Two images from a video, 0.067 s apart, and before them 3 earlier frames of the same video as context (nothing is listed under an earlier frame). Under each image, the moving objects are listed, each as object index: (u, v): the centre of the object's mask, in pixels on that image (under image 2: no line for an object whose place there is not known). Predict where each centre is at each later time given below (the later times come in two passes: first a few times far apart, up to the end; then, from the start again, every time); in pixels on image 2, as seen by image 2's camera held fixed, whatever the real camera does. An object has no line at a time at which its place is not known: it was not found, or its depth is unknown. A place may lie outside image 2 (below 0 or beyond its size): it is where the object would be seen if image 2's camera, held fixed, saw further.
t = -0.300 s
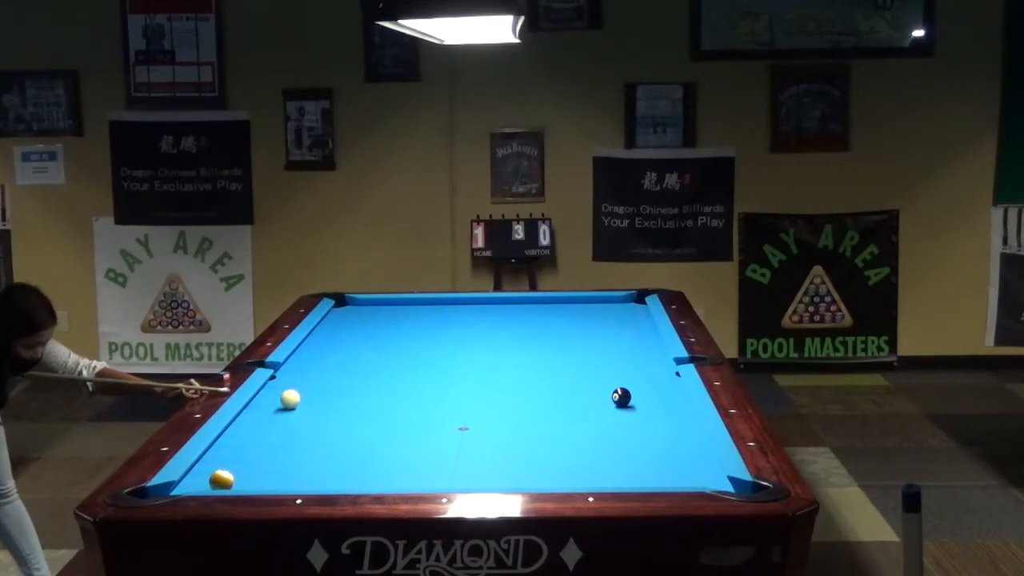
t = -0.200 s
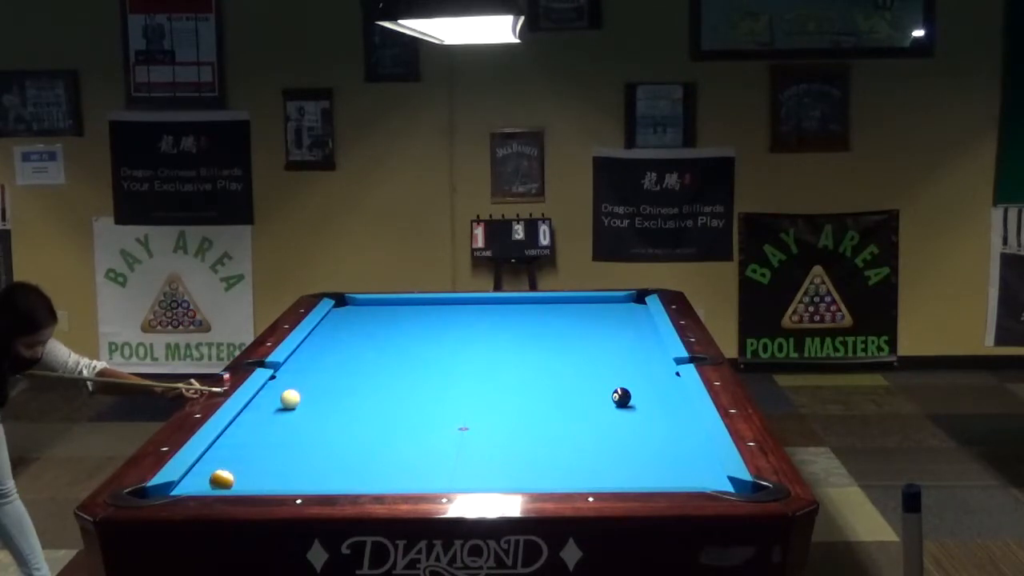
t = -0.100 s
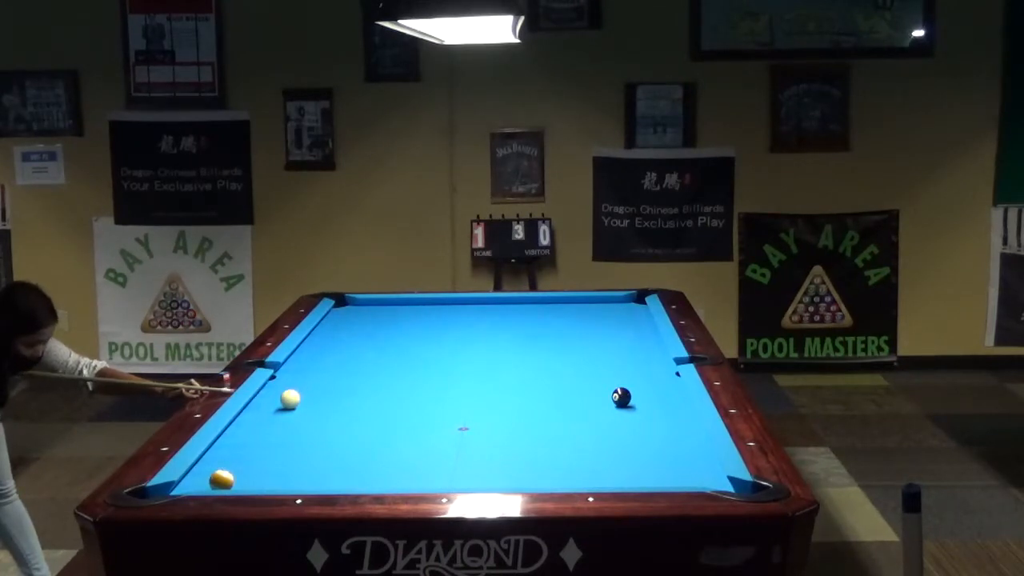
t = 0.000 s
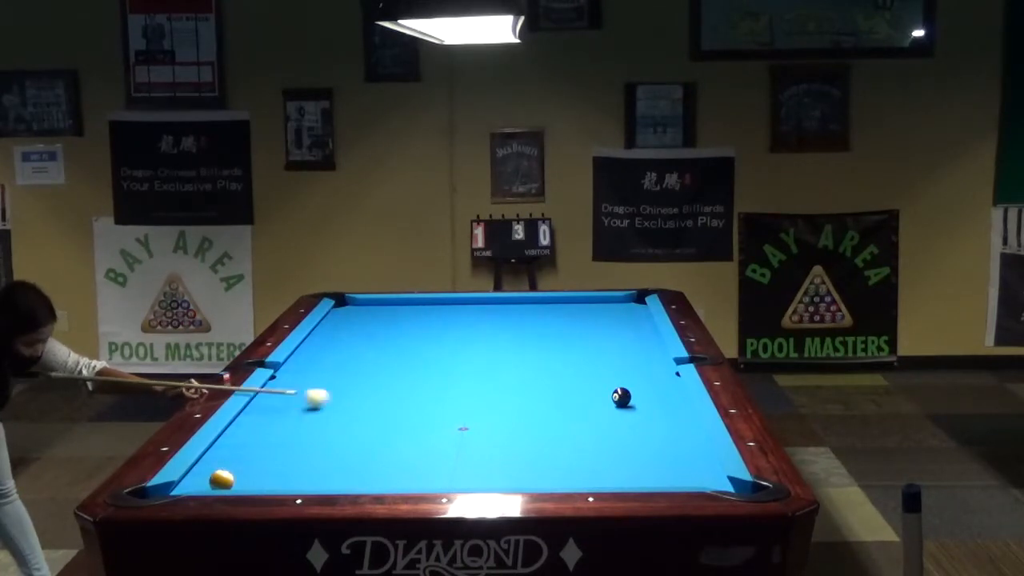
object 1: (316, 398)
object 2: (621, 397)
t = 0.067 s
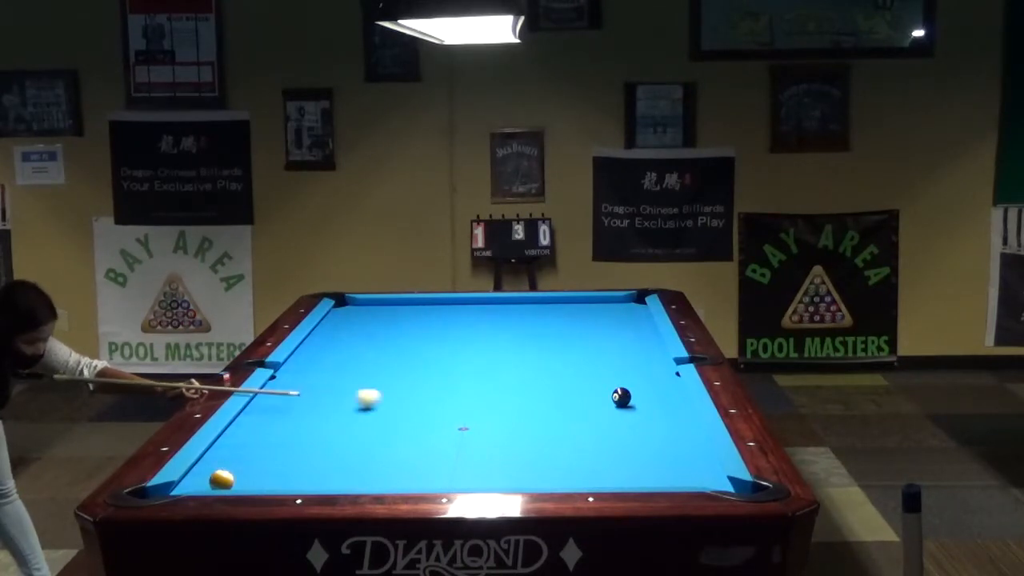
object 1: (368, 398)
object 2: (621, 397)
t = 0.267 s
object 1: (523, 398)
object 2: (621, 397)
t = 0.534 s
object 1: (636, 409)
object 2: (656, 390)
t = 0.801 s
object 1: (673, 422)
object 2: (575, 387)
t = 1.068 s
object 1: (633, 433)
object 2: (499, 383)
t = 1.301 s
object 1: (598, 442)
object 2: (436, 381)
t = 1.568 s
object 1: (557, 453)
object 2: (368, 378)
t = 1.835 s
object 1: (517, 464)
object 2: (302, 375)
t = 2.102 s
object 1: (475, 475)
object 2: (297, 372)
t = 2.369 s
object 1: (433, 481)
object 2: (320, 369)
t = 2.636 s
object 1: (399, 482)
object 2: (340, 367)
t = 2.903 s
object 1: (373, 479)
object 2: (358, 364)
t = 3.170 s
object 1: (350, 476)
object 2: (374, 362)
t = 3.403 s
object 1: (331, 472)
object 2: (387, 361)
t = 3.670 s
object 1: (312, 469)
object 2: (401, 358)
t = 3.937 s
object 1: (296, 465)
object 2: (413, 357)
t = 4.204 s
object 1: (281, 461)
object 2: (423, 356)
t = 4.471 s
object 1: (267, 459)
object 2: (431, 355)
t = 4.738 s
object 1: (256, 457)
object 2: (439, 354)
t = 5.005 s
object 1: (246, 455)
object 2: (444, 353)
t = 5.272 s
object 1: (237, 453)
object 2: (449, 352)
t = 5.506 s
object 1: (231, 451)
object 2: (451, 352)
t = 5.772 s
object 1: (226, 450)
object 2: (453, 352)
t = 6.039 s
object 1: (221, 449)
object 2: (453, 352)
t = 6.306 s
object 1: (218, 449)
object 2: (453, 352)
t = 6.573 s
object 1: (219, 449)
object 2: (453, 352)
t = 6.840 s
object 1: (218, 449)
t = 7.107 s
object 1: (219, 449)
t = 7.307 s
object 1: (219, 449)
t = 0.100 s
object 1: (394, 399)
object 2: (621, 397)
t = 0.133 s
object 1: (420, 398)
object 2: (621, 397)
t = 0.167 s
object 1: (446, 399)
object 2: (621, 397)
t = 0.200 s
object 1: (471, 398)
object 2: (621, 397)
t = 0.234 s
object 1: (496, 398)
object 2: (621, 397)
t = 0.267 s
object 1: (523, 398)
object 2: (621, 397)
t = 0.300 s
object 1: (548, 398)
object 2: (621, 397)
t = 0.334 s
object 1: (574, 398)
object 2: (621, 397)
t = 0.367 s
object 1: (599, 398)
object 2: (621, 397)
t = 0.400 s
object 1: (608, 401)
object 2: (638, 395)
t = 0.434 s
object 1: (613, 403)
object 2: (657, 393)
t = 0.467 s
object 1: (620, 405)
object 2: (675, 392)
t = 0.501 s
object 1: (627, 407)
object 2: (668, 390)
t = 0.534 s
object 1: (636, 409)
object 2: (656, 390)
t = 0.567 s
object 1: (646, 411)
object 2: (645, 390)
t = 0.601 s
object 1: (656, 413)
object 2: (634, 389)
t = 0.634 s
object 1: (667, 414)
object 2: (624, 389)
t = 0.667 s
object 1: (677, 416)
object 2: (614, 388)
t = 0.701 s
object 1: (688, 418)
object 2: (605, 388)
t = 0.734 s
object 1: (684, 419)
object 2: (594, 388)
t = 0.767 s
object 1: (678, 421)
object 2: (585, 387)
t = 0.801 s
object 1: (673, 422)
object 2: (575, 387)
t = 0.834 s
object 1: (668, 423)
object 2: (565, 386)
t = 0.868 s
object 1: (663, 425)
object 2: (556, 386)
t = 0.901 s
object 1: (658, 426)
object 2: (546, 385)
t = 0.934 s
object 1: (653, 427)
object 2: (537, 385)
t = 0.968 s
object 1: (648, 428)
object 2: (527, 384)
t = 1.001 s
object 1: (643, 430)
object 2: (518, 384)
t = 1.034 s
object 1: (638, 431)
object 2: (509, 384)
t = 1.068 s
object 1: (633, 433)
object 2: (499, 383)
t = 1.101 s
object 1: (628, 434)
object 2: (490, 383)
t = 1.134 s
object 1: (623, 435)
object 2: (481, 383)
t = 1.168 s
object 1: (618, 436)
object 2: (471, 382)
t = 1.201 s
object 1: (613, 438)
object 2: (463, 382)
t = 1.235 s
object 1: (608, 439)
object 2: (454, 382)
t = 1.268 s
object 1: (603, 440)
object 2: (445, 381)
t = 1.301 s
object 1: (598, 442)
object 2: (436, 381)
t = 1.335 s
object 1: (593, 443)
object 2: (427, 381)
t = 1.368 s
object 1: (588, 445)
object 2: (418, 380)
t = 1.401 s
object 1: (583, 446)
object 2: (410, 380)
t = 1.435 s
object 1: (578, 447)
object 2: (401, 379)
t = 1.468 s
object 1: (573, 449)
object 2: (393, 379)
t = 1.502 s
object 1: (568, 450)
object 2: (384, 378)
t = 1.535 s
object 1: (563, 451)
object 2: (376, 378)
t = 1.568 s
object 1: (557, 453)
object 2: (368, 378)
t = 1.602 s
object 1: (552, 454)
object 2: (359, 377)
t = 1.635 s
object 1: (547, 456)
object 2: (351, 377)
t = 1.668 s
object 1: (542, 457)
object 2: (343, 377)
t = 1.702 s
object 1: (537, 458)
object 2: (335, 376)
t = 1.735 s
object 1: (532, 460)
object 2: (327, 376)
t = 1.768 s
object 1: (527, 461)
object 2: (319, 375)
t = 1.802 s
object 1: (521, 462)
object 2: (311, 375)
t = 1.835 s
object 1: (517, 464)
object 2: (302, 375)
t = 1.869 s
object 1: (511, 465)
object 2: (295, 374)
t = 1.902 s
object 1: (506, 466)
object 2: (288, 374)
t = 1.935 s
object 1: (501, 468)
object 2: (282, 374)
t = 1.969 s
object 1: (496, 469)
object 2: (285, 373)
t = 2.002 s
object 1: (490, 471)
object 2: (289, 373)
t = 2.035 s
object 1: (485, 472)
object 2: (292, 372)
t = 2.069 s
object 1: (480, 473)
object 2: (294, 372)
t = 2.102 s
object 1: (475, 475)
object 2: (297, 372)
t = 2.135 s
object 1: (470, 476)
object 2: (301, 371)
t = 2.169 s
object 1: (464, 476)
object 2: (303, 371)
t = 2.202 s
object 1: (459, 477)
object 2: (306, 371)
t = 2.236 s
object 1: (454, 478)
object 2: (309, 370)
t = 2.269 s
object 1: (449, 479)
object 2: (312, 370)
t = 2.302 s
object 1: (443, 480)
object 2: (314, 369)
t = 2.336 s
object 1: (438, 480)
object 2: (317, 369)
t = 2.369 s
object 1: (433, 481)
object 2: (320, 369)
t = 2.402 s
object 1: (427, 482)
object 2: (322, 369)
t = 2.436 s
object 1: (422, 483)
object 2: (325, 368)
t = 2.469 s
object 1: (417, 483)
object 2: (327, 368)
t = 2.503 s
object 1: (413, 483)
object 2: (330, 368)
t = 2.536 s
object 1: (410, 482)
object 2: (332, 367)
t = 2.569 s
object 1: (406, 482)
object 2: (335, 367)
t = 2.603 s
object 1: (403, 482)
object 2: (337, 367)
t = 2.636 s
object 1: (399, 482)
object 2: (340, 367)
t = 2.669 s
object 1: (397, 481)
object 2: (342, 366)
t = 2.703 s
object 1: (392, 481)
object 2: (345, 366)
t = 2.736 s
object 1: (390, 481)
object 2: (347, 365)
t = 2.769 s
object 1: (386, 480)
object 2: (349, 365)
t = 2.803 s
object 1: (382, 480)
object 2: (351, 365)
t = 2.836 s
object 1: (380, 480)
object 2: (354, 365)
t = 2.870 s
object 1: (377, 479)
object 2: (356, 364)
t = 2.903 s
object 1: (373, 479)
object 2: (358, 364)
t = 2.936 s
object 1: (370, 478)
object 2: (360, 364)
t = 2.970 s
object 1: (367, 478)
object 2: (362, 364)
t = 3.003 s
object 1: (364, 478)
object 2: (365, 363)
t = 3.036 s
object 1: (361, 478)
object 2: (366, 363)
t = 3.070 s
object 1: (358, 477)
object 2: (368, 363)
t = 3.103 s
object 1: (356, 477)
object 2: (370, 363)
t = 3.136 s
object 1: (353, 476)
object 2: (372, 362)
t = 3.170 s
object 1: (350, 476)
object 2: (374, 362)
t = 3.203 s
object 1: (347, 475)
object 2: (376, 362)
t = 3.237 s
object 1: (344, 475)
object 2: (378, 361)
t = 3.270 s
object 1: (342, 475)
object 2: (380, 361)
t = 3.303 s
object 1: (339, 474)
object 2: (382, 361)
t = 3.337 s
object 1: (336, 473)
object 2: (384, 361)
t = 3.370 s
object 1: (334, 473)
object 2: (386, 361)
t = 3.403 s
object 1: (331, 472)
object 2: (387, 361)
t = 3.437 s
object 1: (329, 472)
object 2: (389, 360)
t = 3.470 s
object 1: (326, 472)
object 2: (391, 360)
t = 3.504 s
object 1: (324, 471)
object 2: (392, 360)
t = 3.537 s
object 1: (321, 470)
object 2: (394, 359)
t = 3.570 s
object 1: (319, 470)
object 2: (396, 359)
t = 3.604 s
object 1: (317, 470)
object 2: (398, 359)
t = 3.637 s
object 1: (314, 469)
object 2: (399, 359)
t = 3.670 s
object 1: (312, 469)
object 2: (401, 358)
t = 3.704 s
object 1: (310, 468)
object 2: (402, 358)
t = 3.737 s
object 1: (308, 467)
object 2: (404, 358)
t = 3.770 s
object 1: (306, 467)
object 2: (405, 358)
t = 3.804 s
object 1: (304, 466)
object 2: (407, 358)
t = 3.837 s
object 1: (301, 466)
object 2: (408, 358)
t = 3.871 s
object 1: (300, 466)
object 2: (410, 357)
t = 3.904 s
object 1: (298, 465)
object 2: (411, 357)
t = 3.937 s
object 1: (296, 465)
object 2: (413, 357)
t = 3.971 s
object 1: (294, 464)
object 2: (414, 357)
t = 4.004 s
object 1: (292, 464)
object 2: (415, 357)
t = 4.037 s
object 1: (290, 463)
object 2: (417, 357)
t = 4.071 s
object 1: (288, 463)
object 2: (418, 357)
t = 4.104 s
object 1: (286, 462)
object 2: (419, 356)
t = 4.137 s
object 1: (284, 462)
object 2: (420, 356)
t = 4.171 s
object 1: (282, 462)
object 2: (421, 356)
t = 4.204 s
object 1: (281, 461)
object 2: (423, 356)
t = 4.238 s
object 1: (279, 461)
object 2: (424, 356)
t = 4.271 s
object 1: (277, 461)
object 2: (425, 355)
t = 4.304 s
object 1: (276, 461)
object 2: (426, 355)
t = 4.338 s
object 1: (274, 460)
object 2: (427, 355)
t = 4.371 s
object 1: (272, 460)
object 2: (428, 355)
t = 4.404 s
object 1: (271, 460)
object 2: (429, 355)
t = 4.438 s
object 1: (269, 459)
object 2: (430, 355)
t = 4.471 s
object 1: (267, 459)
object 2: (431, 355)
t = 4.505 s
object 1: (266, 459)
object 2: (432, 355)
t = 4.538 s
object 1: (264, 458)
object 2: (433, 355)
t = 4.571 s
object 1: (263, 458)
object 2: (434, 354)
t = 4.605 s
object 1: (261, 458)
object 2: (435, 354)
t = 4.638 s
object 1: (260, 457)
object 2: (436, 354)
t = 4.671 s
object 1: (258, 457)
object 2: (437, 354)
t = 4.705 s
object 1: (257, 457)
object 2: (438, 354)
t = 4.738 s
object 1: (256, 457)
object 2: (439, 354)
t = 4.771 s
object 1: (254, 456)
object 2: (439, 354)
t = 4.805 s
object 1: (253, 456)
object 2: (440, 354)
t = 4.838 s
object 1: (252, 456)
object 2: (441, 354)
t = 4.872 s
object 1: (251, 455)
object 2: (442, 354)
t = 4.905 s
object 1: (249, 455)
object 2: (442, 353)
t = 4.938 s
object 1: (248, 455)
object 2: (443, 353)
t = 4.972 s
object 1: (247, 455)
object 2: (444, 353)
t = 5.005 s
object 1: (246, 455)
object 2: (444, 353)
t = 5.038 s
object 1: (245, 454)
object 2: (445, 353)
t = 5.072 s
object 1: (243, 454)
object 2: (446, 353)
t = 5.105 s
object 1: (242, 454)
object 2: (446, 353)
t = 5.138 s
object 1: (241, 454)
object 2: (447, 353)
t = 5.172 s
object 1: (240, 453)
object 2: (447, 353)
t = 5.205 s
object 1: (239, 453)
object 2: (448, 353)
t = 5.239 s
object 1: (239, 453)
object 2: (448, 353)
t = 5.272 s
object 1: (237, 453)
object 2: (449, 352)
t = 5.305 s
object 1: (237, 453)
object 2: (449, 353)
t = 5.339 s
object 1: (236, 452)
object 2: (450, 352)
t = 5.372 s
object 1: (235, 452)
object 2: (450, 352)
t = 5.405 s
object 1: (234, 452)
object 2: (450, 352)
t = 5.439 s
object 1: (233, 452)
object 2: (451, 352)
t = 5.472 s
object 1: (232, 452)
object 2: (451, 352)
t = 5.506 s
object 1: (231, 451)
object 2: (451, 352)
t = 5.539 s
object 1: (231, 451)
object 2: (452, 352)
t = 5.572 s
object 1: (230, 451)
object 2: (452, 352)
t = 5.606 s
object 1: (229, 451)
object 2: (452, 352)
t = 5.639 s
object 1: (228, 451)
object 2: (453, 352)
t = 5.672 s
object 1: (228, 451)
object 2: (453, 352)
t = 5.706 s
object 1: (227, 451)
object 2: (453, 352)
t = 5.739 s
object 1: (227, 450)
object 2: (453, 352)
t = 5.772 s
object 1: (226, 450)
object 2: (453, 352)
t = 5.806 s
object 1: (225, 450)
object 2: (453, 352)
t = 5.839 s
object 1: (225, 450)
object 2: (453, 352)
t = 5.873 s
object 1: (224, 450)
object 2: (453, 352)
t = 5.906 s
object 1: (223, 450)
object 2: (453, 352)
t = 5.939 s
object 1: (223, 450)
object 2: (453, 352)
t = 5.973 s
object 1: (222, 450)
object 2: (453, 352)
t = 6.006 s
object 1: (222, 450)
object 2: (453, 352)
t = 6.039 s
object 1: (221, 449)
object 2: (453, 352)
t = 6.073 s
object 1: (221, 449)
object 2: (453, 352)
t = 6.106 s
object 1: (220, 449)
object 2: (453, 352)
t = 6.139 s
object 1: (220, 449)
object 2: (453, 352)
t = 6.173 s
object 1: (219, 449)
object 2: (453, 352)
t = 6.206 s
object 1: (219, 449)
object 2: (453, 352)
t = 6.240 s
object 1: (218, 449)
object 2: (453, 352)
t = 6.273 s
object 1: (218, 449)
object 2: (453, 352)
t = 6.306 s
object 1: (218, 449)
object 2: (453, 352)
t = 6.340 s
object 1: (218, 449)
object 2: (453, 352)
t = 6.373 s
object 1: (218, 449)
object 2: (453, 352)
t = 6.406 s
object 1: (218, 449)
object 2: (453, 352)
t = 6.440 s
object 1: (219, 449)
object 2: (453, 352)
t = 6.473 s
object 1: (219, 449)
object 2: (453, 352)
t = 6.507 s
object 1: (218, 449)
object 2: (453, 352)
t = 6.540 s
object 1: (219, 449)
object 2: (453, 352)
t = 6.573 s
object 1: (219, 449)
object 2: (453, 352)
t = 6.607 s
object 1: (219, 449)
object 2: (453, 352)
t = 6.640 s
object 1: (219, 449)
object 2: (453, 352)
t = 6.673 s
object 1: (219, 449)
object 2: (453, 352)
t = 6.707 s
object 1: (219, 449)
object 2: (453, 352)
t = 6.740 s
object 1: (219, 449)
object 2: (453, 352)
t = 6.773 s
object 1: (219, 449)
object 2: (453, 352)
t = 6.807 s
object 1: (219, 449)
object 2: (453, 352)
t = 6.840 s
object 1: (218, 449)
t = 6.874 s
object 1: (218, 449)
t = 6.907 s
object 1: (219, 449)
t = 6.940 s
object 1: (219, 449)
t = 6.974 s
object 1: (219, 449)
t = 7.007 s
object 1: (219, 449)
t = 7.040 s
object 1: (219, 449)
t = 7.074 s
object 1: (219, 449)
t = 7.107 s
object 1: (219, 449)
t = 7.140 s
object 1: (219, 449)
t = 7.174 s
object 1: (219, 449)
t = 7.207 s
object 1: (219, 449)
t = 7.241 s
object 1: (219, 449)
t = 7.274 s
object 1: (219, 449)
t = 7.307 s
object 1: (219, 449)
